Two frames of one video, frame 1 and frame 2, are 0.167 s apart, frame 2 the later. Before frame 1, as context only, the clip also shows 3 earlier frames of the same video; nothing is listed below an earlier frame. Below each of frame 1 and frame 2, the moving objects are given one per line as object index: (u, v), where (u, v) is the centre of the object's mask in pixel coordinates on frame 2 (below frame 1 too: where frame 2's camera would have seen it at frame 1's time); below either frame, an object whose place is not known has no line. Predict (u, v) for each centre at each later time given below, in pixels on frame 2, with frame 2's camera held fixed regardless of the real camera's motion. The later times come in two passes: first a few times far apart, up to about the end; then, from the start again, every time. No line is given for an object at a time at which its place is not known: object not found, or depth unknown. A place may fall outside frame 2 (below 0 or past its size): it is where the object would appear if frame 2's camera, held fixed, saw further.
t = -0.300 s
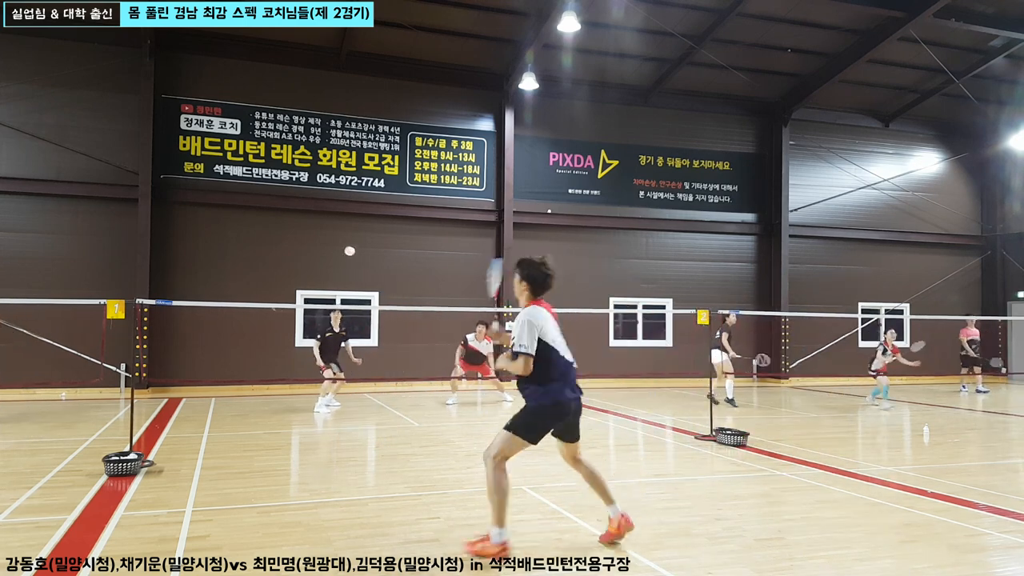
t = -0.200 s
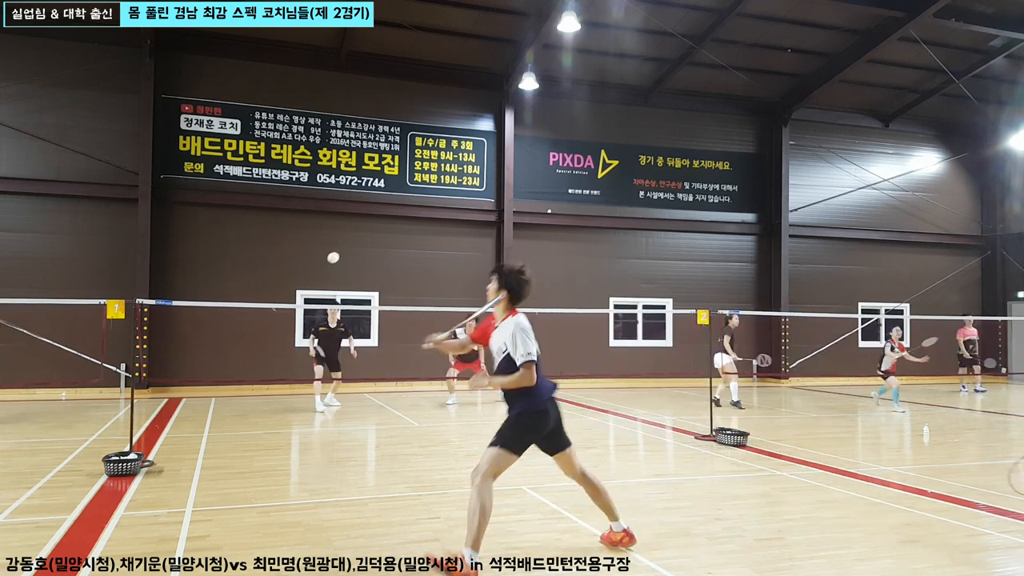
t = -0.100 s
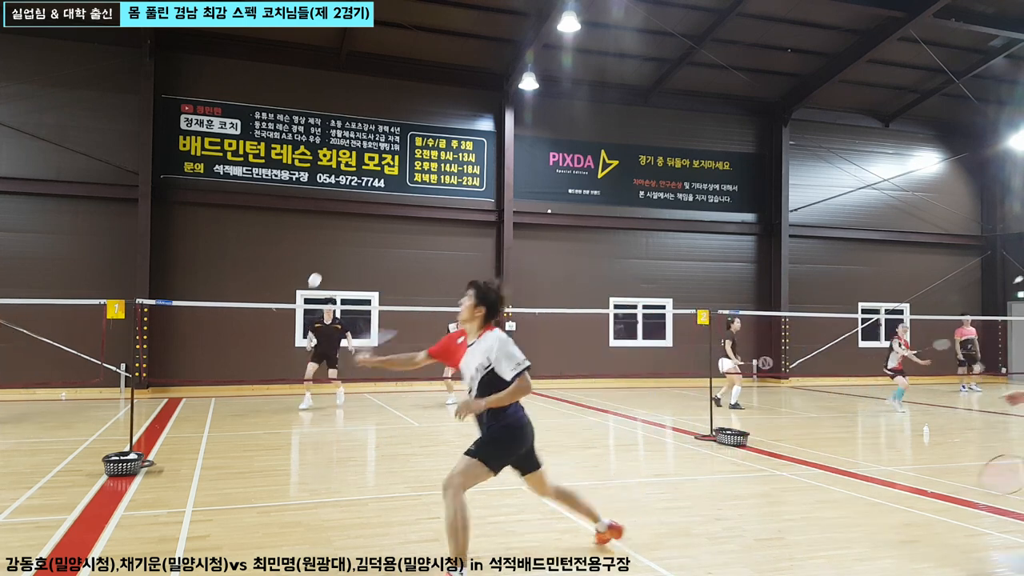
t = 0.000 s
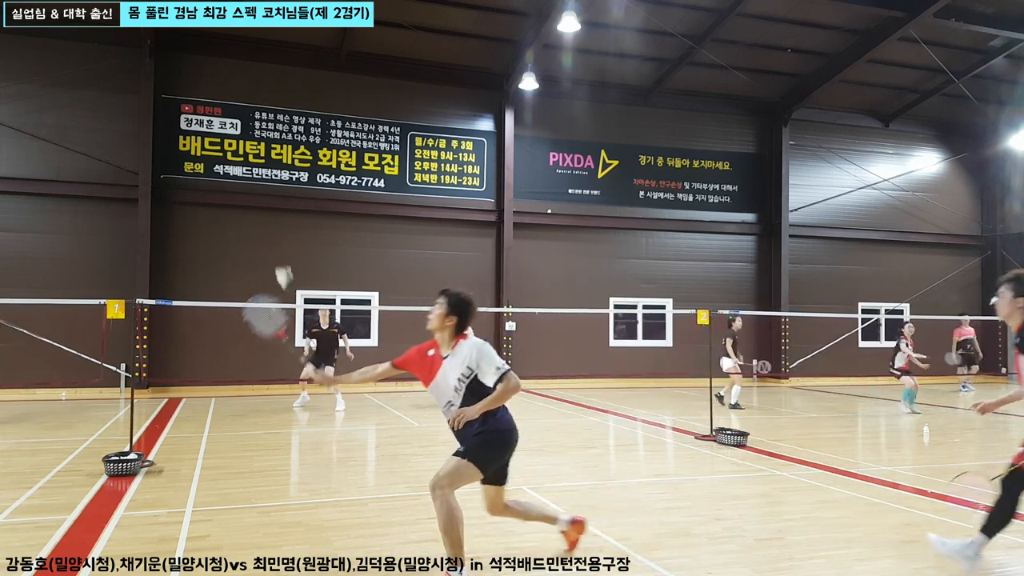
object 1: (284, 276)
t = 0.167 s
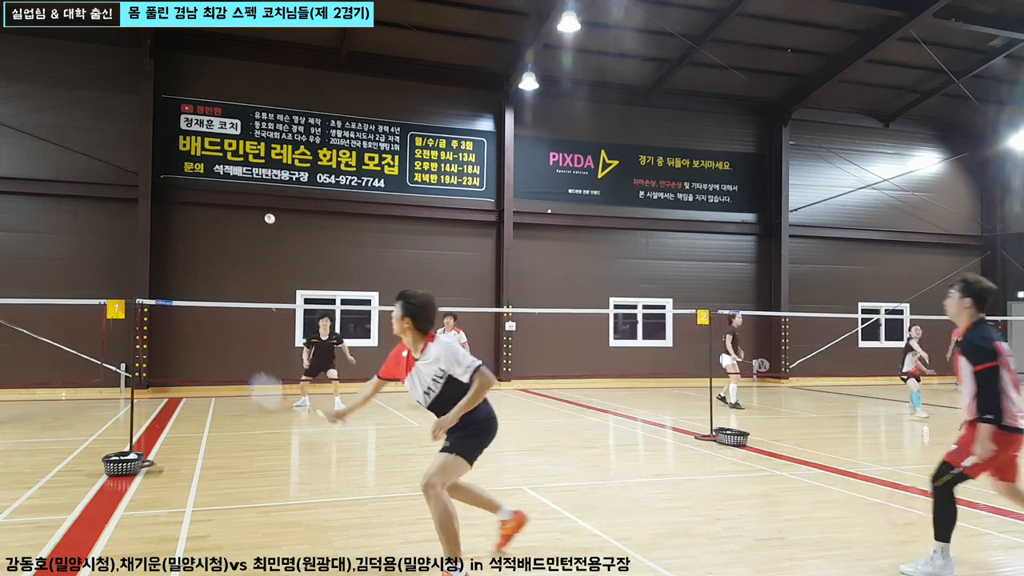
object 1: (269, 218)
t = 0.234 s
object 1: (263, 213)
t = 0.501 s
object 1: (250, 237)
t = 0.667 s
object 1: (246, 277)
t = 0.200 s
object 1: (266, 216)
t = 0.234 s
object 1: (263, 213)
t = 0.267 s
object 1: (260, 211)
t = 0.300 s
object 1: (258, 212)
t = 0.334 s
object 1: (256, 213)
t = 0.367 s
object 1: (255, 216)
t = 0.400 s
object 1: (253, 220)
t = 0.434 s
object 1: (253, 225)
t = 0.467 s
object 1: (251, 230)
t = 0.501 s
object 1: (250, 237)
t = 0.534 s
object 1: (249, 243)
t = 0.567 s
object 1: (248, 251)
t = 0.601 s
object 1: (247, 259)
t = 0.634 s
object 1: (247, 267)
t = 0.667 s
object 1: (246, 277)
